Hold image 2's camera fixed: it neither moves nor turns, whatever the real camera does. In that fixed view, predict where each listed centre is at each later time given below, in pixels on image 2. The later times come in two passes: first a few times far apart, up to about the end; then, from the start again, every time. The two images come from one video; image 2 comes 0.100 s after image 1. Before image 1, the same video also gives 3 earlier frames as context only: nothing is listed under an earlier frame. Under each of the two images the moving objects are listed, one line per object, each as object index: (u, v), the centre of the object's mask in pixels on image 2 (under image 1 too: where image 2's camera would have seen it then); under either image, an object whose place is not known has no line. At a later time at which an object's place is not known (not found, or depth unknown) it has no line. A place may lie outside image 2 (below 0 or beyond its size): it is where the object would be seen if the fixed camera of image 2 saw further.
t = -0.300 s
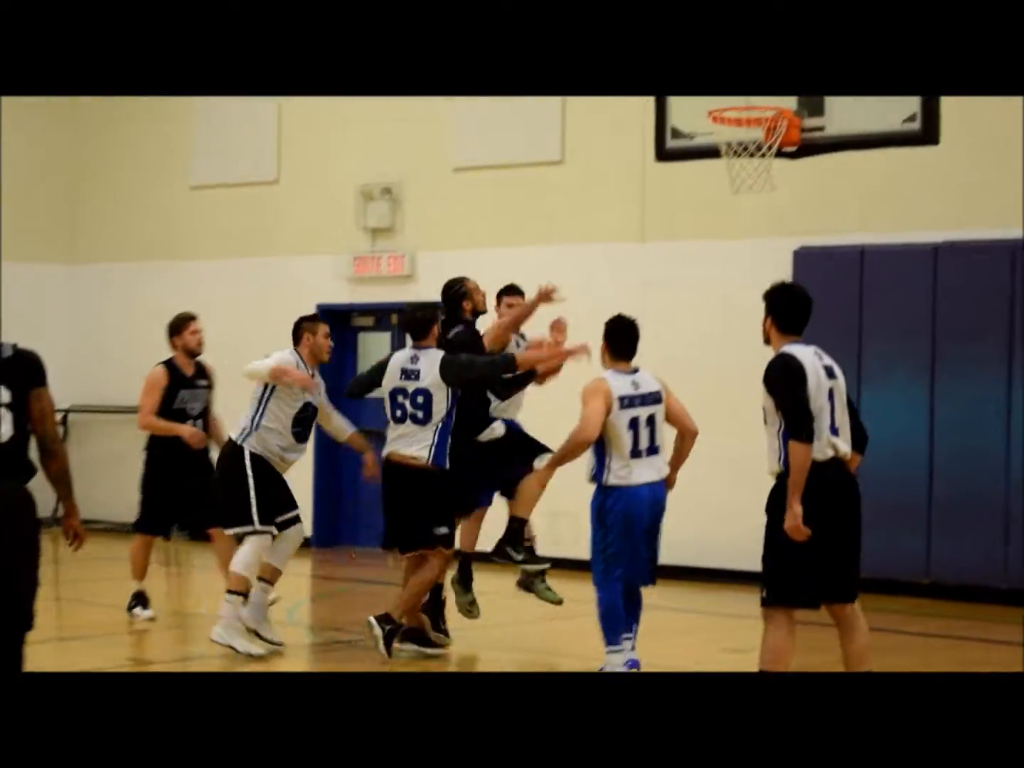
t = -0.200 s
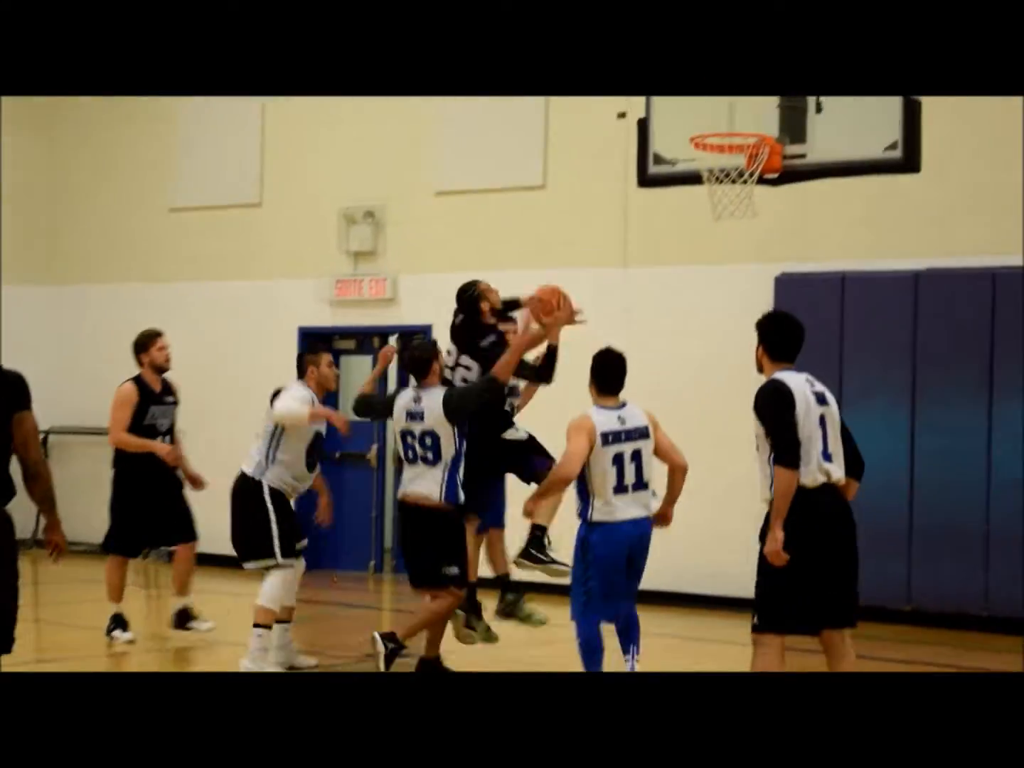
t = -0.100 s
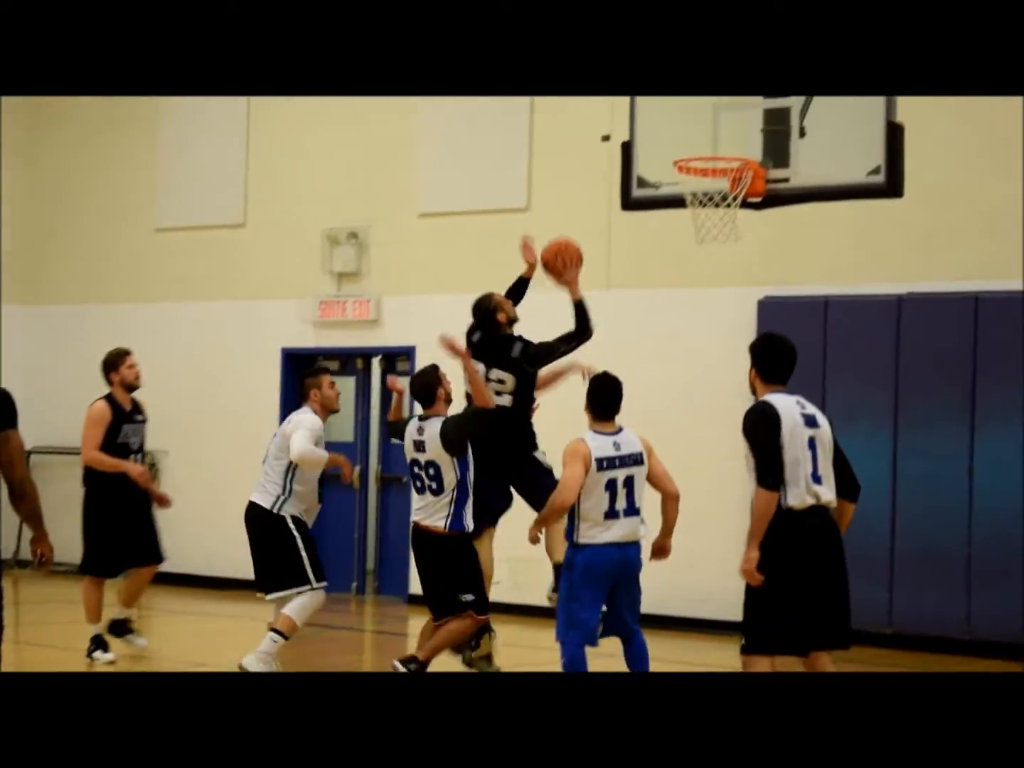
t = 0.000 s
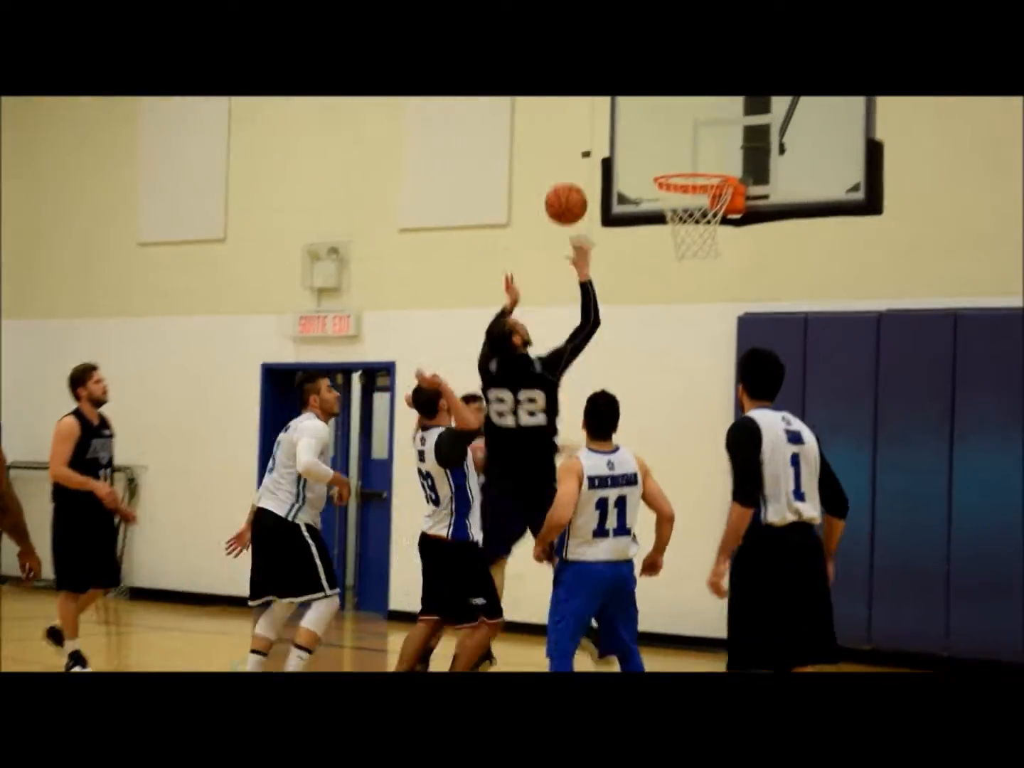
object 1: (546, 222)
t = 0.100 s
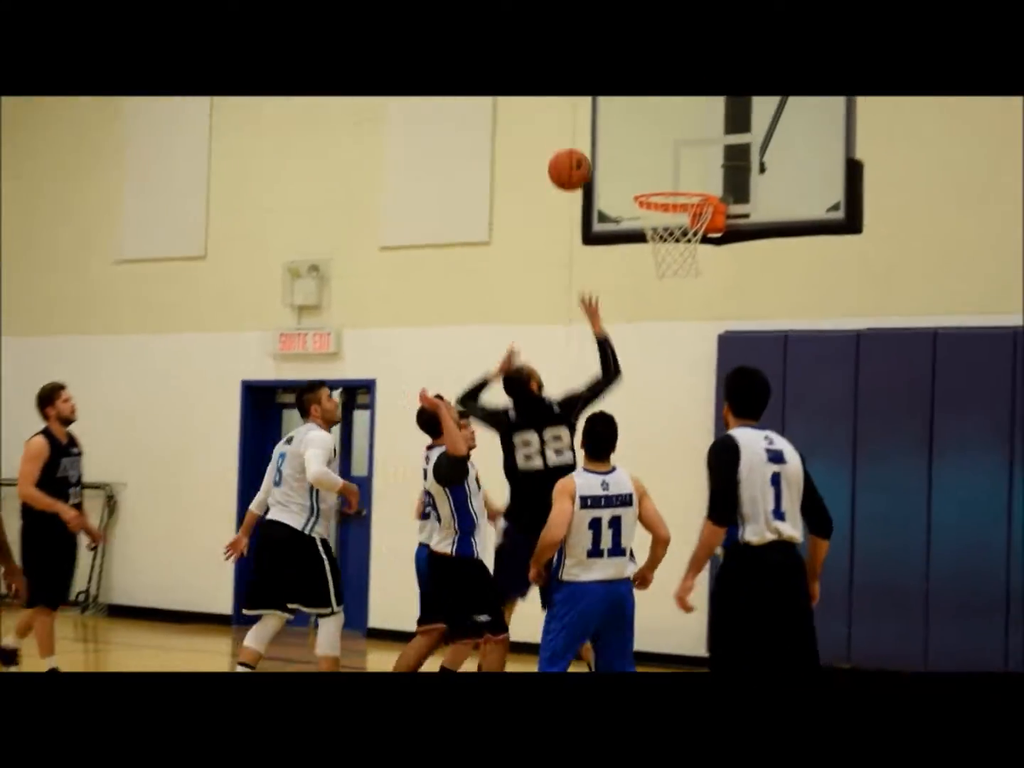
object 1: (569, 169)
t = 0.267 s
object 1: (606, 119)
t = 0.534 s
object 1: (661, 141)
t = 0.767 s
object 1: (694, 223)
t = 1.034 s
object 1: (685, 329)
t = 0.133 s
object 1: (577, 156)
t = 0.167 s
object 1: (584, 144)
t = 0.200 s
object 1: (592, 134)
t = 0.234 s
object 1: (599, 125)
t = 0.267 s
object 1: (606, 119)
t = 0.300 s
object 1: (613, 115)
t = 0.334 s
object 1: (620, 113)
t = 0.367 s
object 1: (627, 113)
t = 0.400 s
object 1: (634, 115)
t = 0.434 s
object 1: (641, 119)
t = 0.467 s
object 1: (648, 124)
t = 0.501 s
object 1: (655, 132)
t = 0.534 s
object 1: (661, 141)
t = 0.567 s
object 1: (668, 152)
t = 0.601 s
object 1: (674, 166)
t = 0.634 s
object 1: (680, 177)
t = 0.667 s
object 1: (684, 192)
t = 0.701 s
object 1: (687, 202)
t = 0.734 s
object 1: (691, 213)
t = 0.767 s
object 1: (694, 223)
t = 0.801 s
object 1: (695, 238)
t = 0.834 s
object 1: (694, 247)
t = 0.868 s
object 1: (693, 259)
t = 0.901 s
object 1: (691, 269)
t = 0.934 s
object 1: (691, 281)
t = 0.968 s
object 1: (688, 295)
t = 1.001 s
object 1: (685, 311)
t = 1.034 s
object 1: (685, 329)
